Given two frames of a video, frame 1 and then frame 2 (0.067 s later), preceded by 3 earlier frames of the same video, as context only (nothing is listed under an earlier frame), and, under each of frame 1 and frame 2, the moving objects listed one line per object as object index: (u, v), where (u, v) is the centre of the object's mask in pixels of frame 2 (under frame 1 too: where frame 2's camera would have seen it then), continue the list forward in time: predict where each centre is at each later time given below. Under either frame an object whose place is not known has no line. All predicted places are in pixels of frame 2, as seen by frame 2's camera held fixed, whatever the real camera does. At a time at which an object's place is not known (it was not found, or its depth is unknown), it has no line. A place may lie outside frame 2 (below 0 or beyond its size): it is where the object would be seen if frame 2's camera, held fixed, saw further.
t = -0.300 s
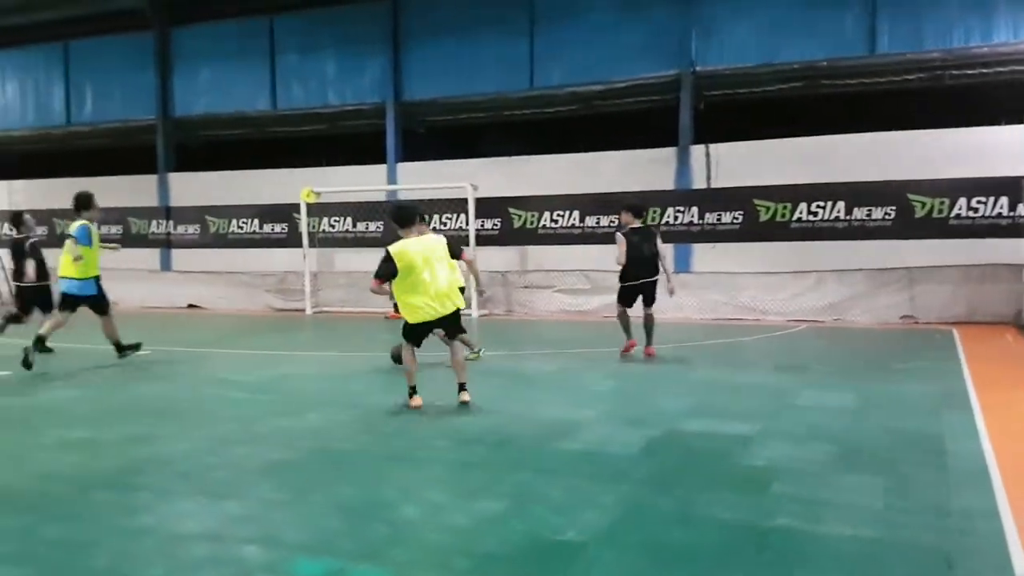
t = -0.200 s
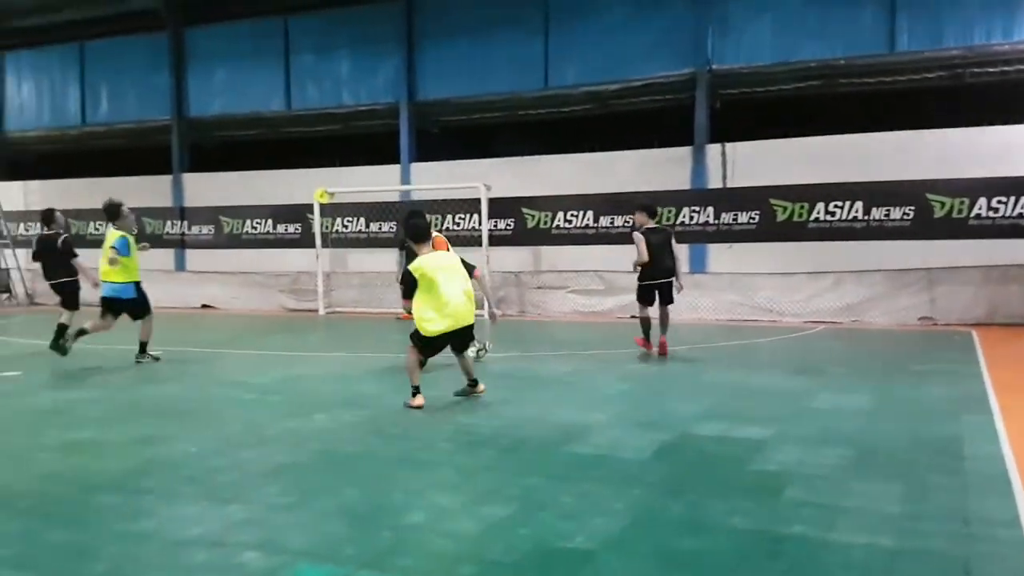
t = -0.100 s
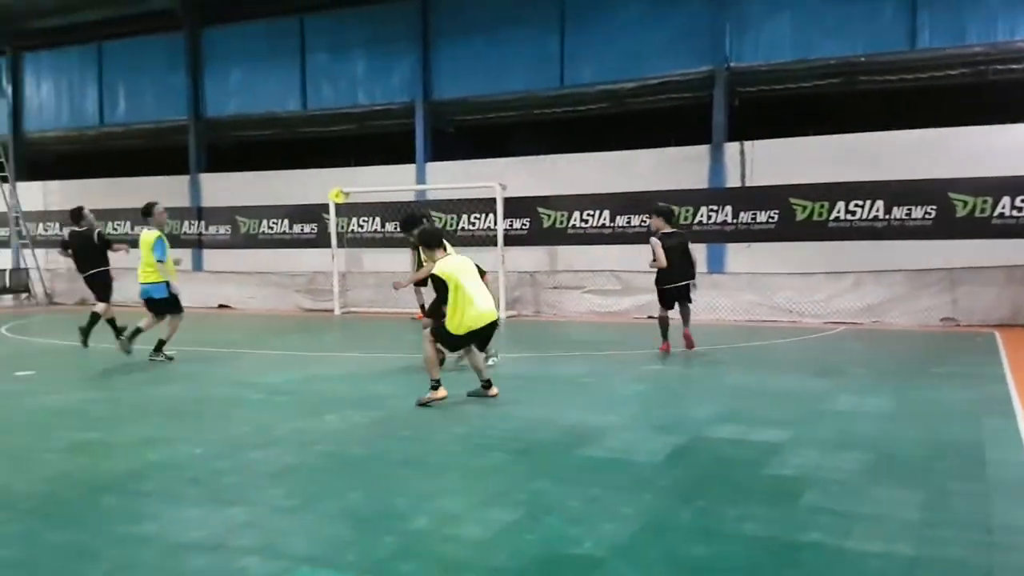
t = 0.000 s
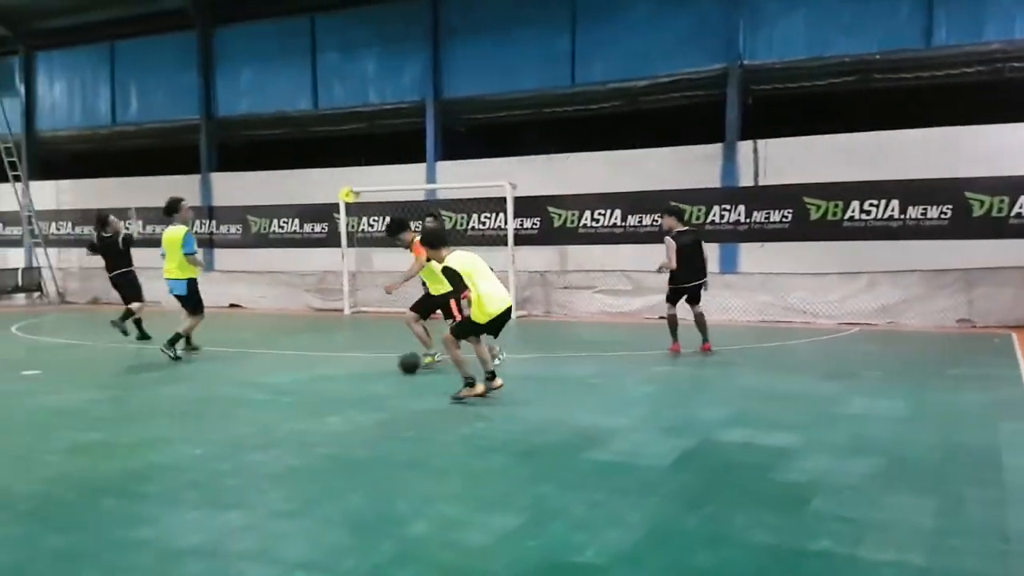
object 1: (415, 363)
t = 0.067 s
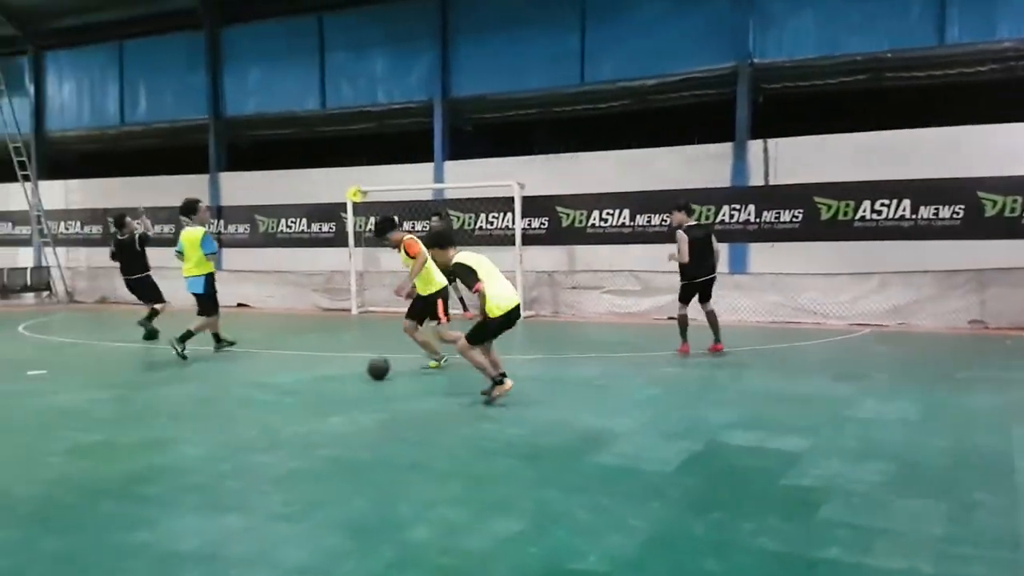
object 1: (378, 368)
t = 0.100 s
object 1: (361, 370)
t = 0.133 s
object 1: (343, 372)
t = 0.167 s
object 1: (325, 375)
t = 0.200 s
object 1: (308, 376)
